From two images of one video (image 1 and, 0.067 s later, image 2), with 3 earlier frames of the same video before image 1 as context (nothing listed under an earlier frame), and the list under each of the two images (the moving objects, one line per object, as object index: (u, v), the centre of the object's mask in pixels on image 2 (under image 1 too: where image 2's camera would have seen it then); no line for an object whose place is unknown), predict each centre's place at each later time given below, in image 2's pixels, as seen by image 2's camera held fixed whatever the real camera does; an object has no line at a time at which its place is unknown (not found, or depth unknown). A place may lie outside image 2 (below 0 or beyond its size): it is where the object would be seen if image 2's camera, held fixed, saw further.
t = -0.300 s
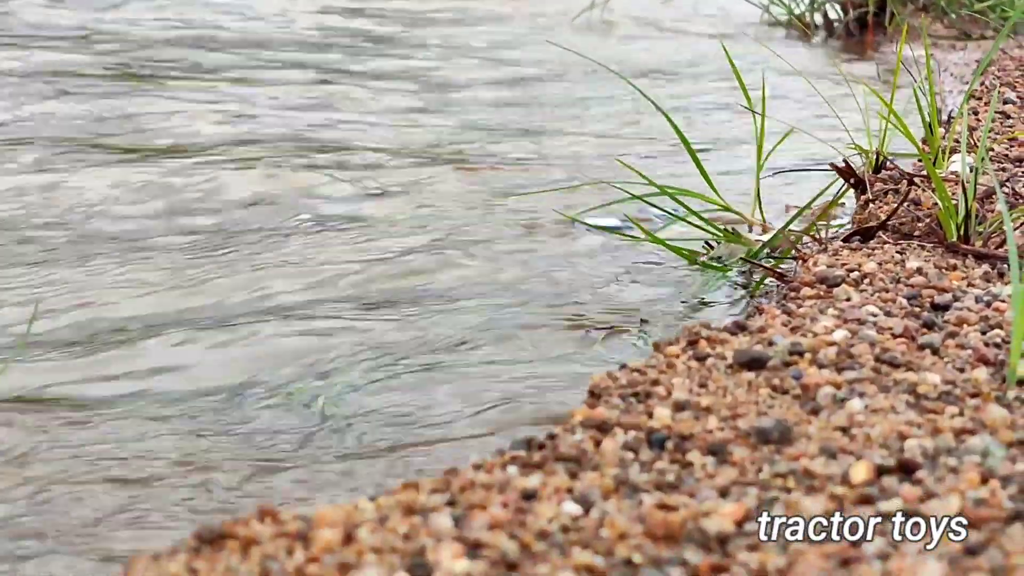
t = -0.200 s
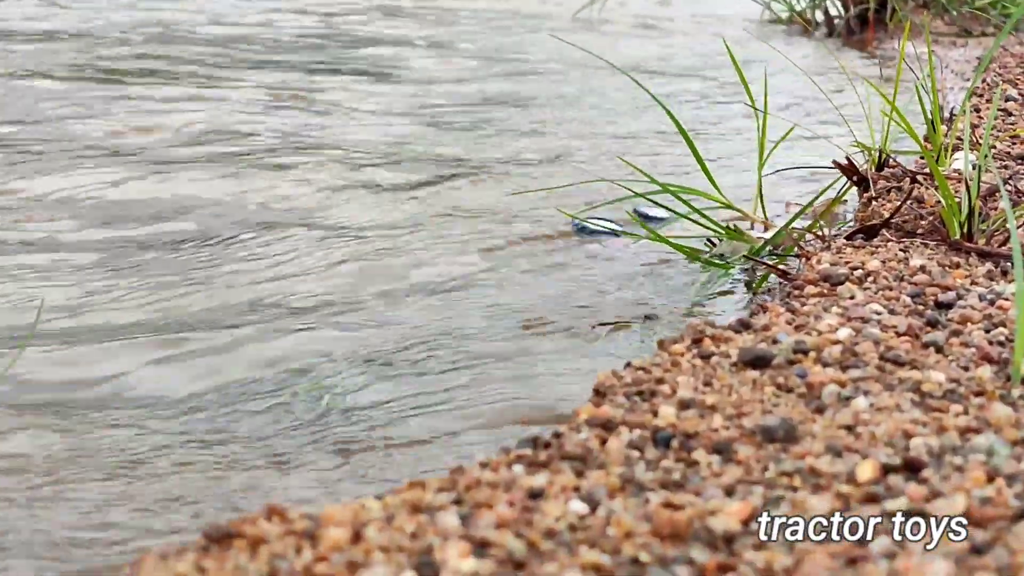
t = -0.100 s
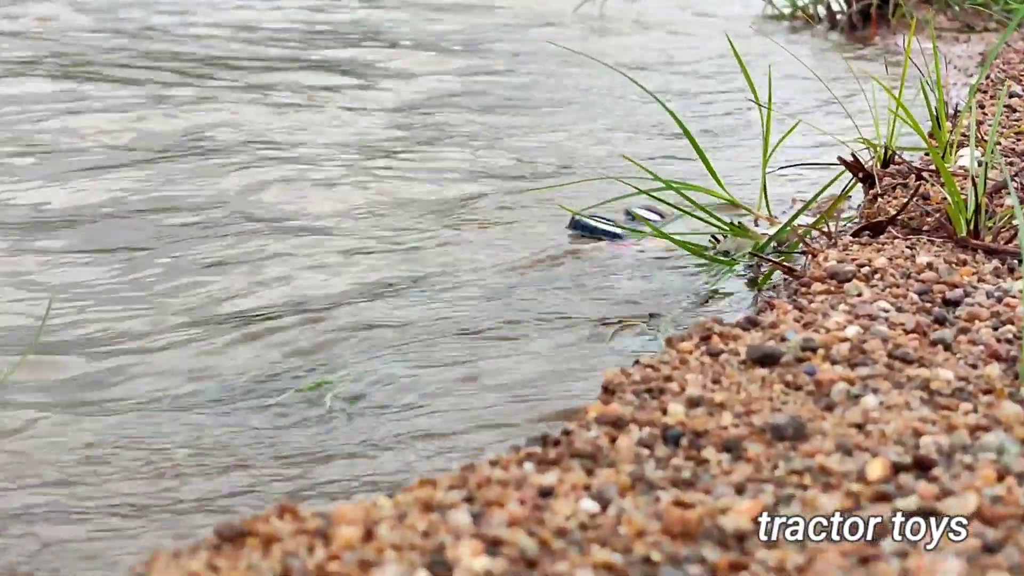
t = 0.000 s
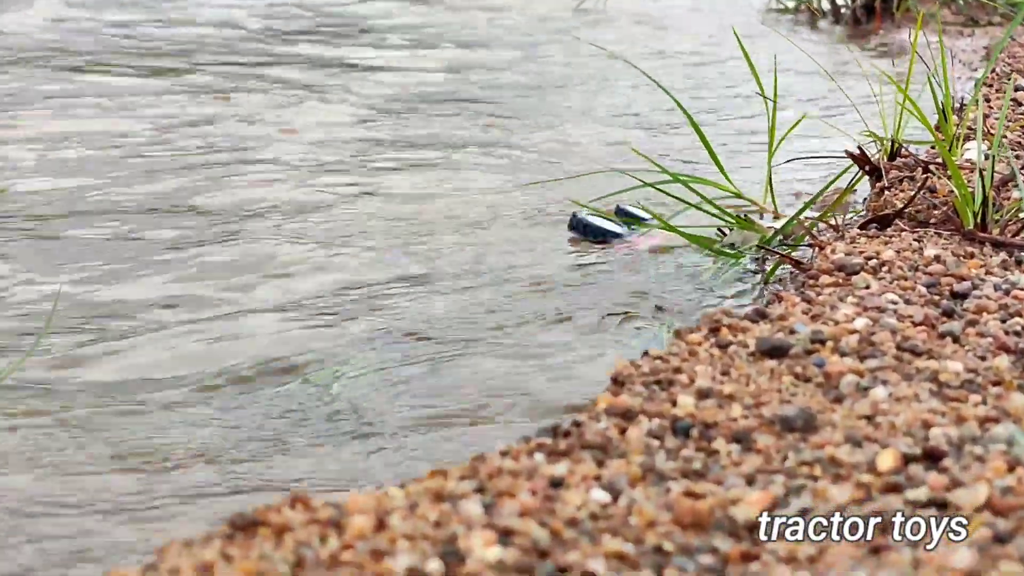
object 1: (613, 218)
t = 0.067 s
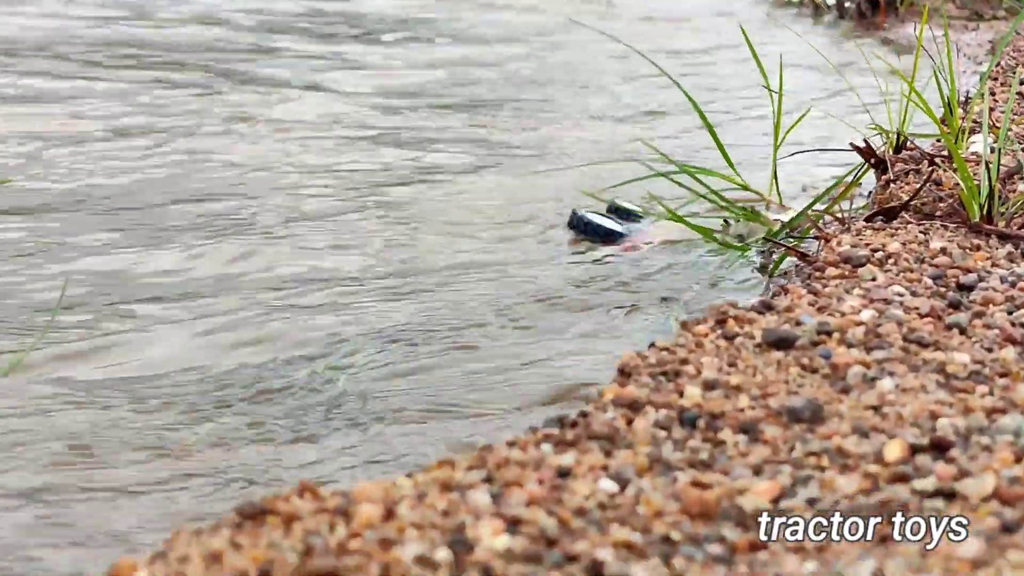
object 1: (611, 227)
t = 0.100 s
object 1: (606, 229)
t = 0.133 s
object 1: (604, 231)
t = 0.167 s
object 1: (598, 234)
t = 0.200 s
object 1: (590, 240)
